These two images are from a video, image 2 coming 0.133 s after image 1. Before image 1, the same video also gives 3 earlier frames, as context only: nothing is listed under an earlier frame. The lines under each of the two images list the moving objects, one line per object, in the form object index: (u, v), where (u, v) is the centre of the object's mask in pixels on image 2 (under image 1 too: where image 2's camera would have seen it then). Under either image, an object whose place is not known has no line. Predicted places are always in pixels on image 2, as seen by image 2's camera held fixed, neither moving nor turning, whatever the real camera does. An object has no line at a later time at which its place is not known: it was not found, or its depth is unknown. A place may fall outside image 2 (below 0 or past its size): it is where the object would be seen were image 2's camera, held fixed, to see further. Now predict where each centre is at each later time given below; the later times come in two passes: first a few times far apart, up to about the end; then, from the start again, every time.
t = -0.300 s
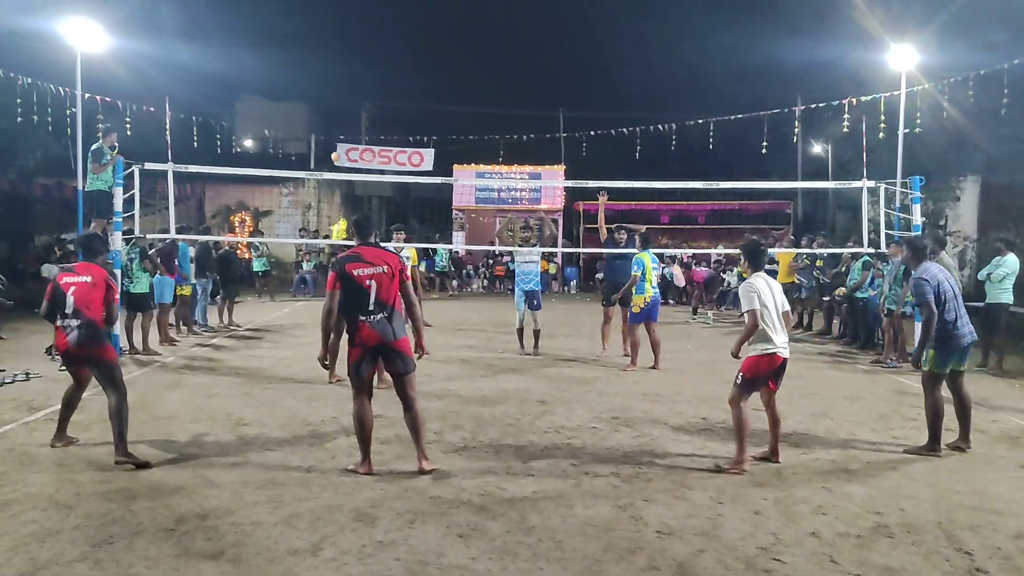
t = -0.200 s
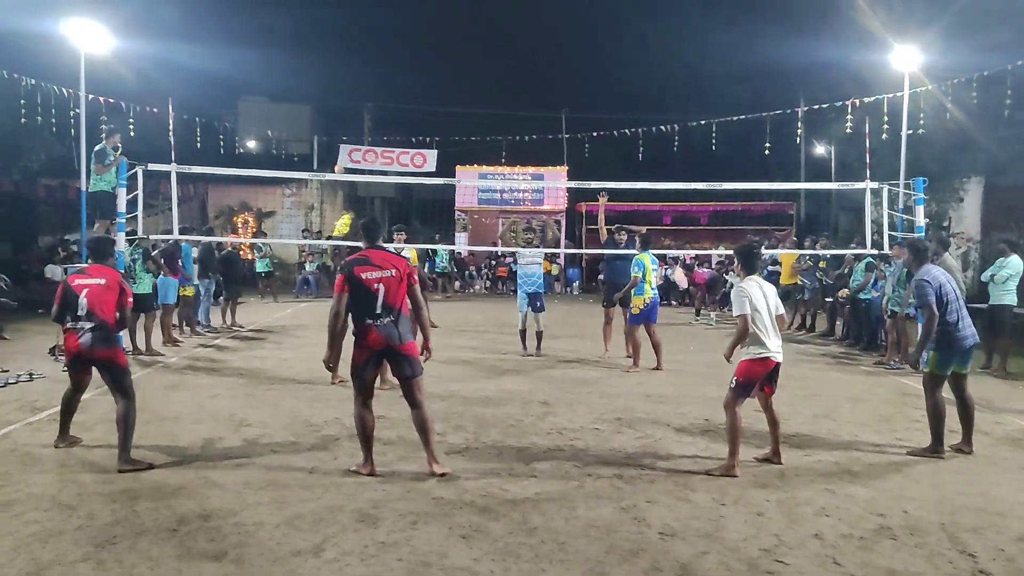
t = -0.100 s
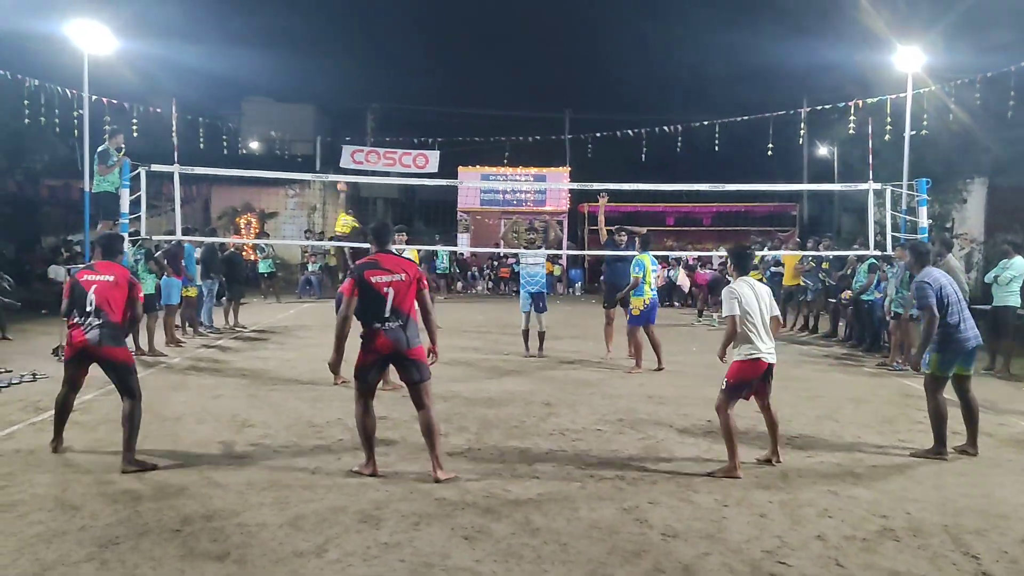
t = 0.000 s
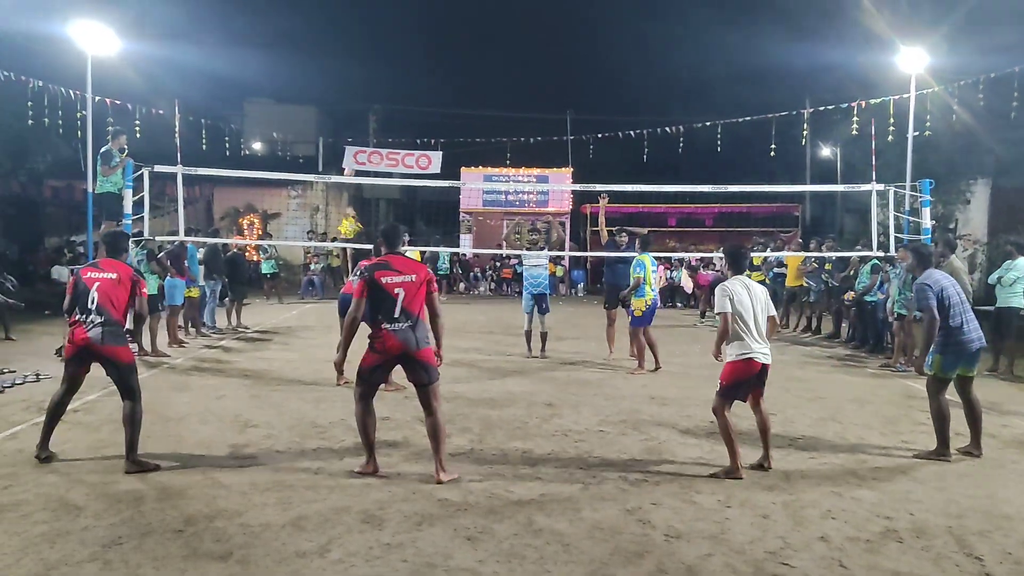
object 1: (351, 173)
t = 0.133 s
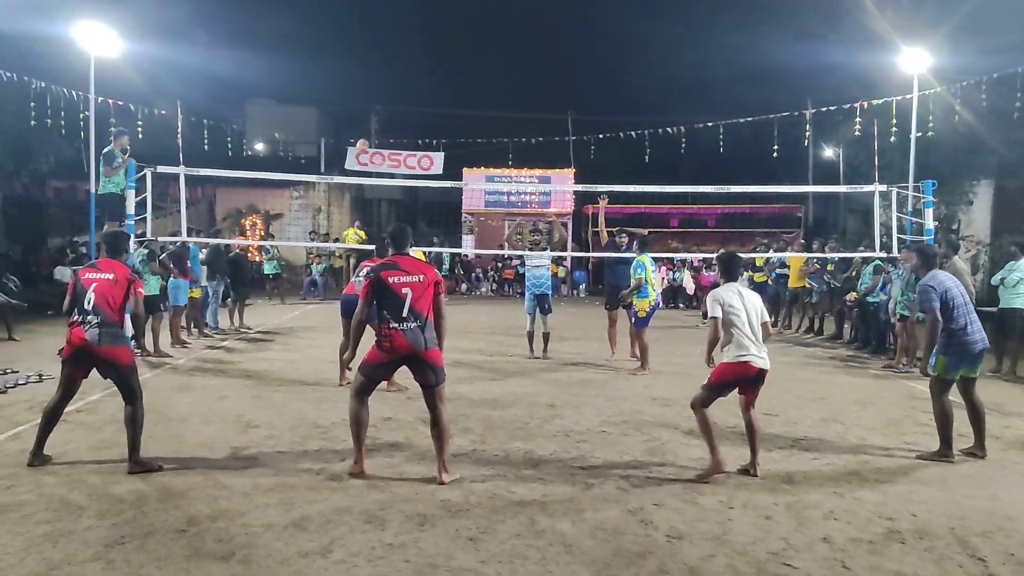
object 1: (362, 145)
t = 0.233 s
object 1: (373, 130)
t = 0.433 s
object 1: (407, 117)
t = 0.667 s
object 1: (484, 161)
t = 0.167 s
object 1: (366, 140)
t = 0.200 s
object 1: (369, 134)
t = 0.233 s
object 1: (373, 130)
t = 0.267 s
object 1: (377, 126)
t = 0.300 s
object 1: (382, 122)
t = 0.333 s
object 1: (387, 120)
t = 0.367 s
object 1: (393, 117)
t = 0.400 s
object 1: (400, 117)
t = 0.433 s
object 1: (407, 117)
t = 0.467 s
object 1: (415, 118)
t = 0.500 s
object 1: (423, 121)
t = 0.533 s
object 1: (433, 125)
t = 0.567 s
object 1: (444, 131)
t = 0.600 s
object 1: (456, 139)
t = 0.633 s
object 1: (469, 150)
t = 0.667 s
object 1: (484, 161)
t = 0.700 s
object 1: (501, 178)
